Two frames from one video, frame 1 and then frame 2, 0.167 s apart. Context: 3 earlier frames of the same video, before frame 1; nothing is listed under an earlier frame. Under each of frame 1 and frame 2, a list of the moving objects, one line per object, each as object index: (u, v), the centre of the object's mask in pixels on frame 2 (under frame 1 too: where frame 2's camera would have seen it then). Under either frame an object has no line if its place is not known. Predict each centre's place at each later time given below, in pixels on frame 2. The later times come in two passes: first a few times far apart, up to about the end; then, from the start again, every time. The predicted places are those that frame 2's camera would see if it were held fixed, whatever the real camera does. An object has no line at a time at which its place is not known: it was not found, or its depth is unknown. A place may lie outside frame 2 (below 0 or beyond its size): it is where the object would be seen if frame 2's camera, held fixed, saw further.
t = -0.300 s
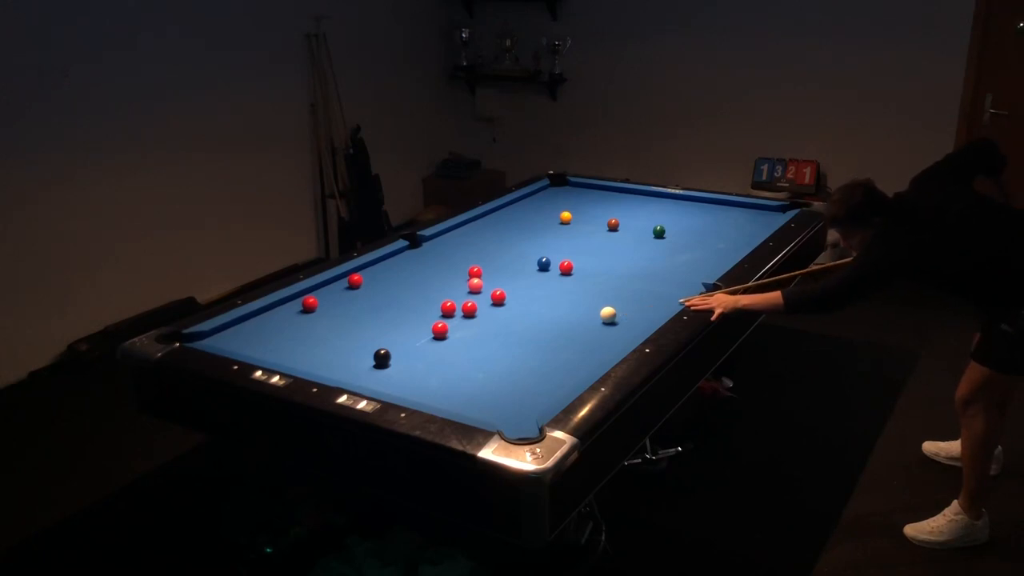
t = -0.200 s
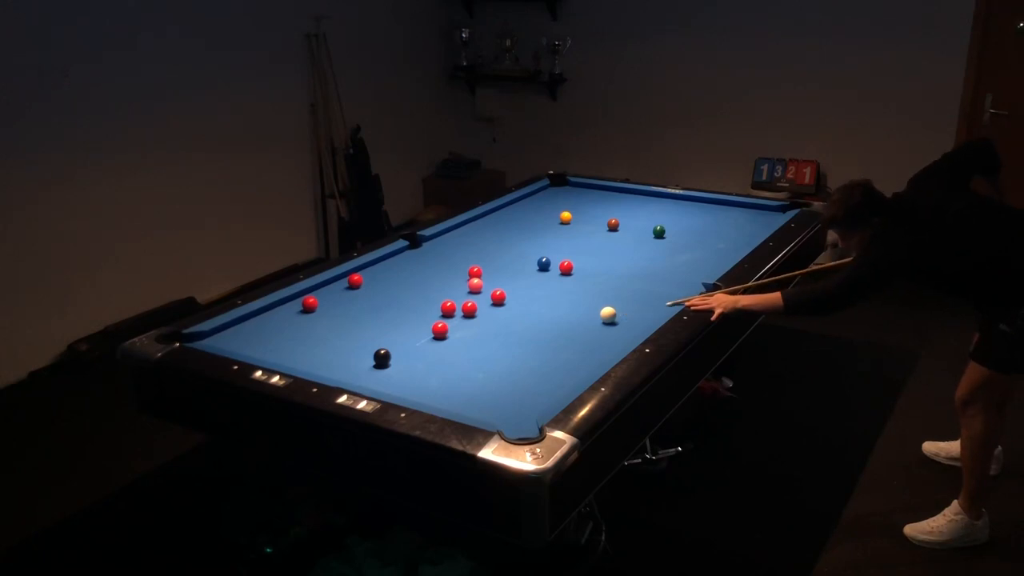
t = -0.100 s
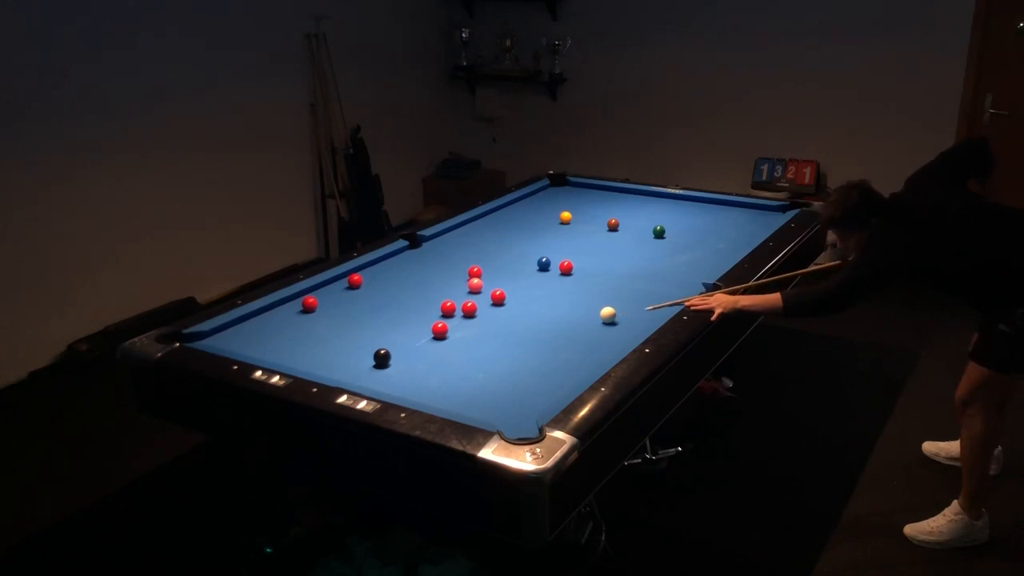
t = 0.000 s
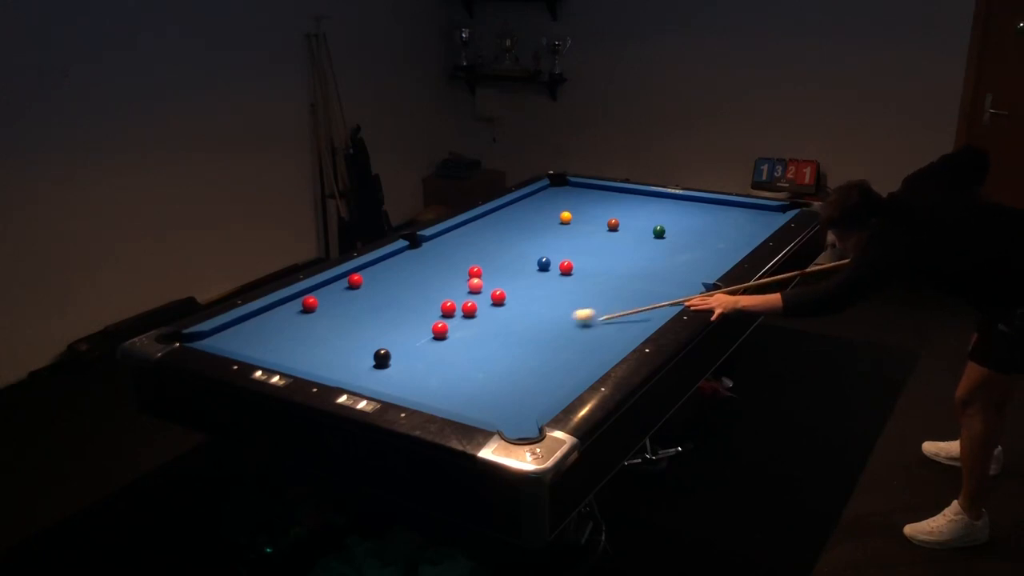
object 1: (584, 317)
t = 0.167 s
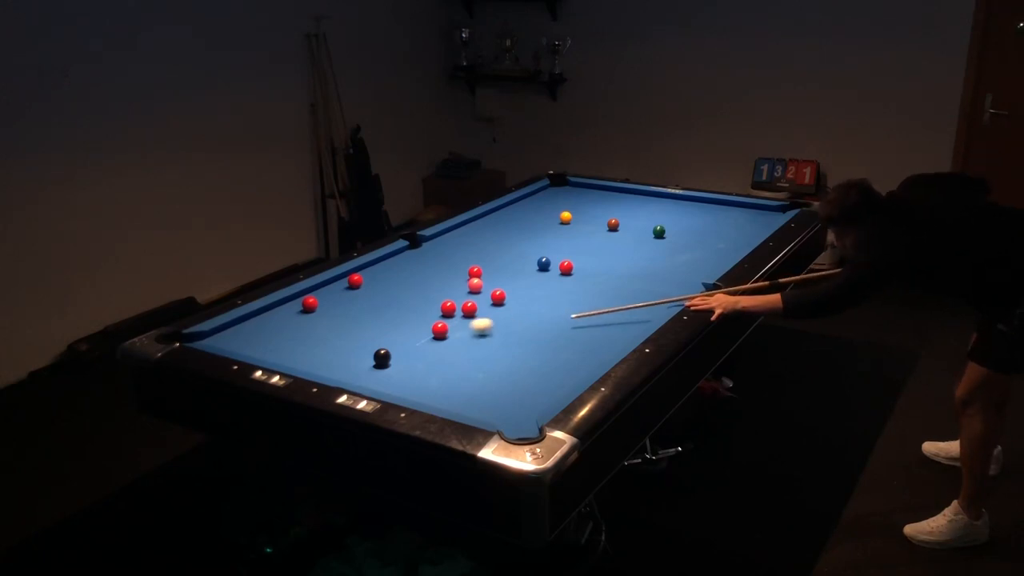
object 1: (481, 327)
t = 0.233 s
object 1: (457, 330)
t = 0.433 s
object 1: (458, 334)
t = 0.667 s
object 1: (461, 338)
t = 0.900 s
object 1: (463, 341)
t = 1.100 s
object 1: (464, 344)
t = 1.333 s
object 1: (465, 347)
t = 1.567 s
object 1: (466, 349)
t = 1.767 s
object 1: (467, 350)
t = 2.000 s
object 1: (468, 351)
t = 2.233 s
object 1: (468, 352)
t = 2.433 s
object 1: (468, 353)
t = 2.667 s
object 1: (468, 352)
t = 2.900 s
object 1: (468, 352)
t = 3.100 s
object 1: (468, 352)
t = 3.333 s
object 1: (468, 352)
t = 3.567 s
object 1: (468, 352)
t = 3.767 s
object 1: (467, 352)
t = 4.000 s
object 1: (468, 352)
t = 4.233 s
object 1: (468, 352)
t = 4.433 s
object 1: (468, 352)
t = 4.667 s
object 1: (467, 352)
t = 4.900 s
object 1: (468, 352)
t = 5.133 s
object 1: (468, 352)
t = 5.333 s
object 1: (468, 352)
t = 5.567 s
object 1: (468, 352)
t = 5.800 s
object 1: (468, 352)
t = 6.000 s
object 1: (468, 352)
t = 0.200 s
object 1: (463, 328)
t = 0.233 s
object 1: (457, 330)
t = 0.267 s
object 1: (457, 331)
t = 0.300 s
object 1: (457, 331)
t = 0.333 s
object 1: (458, 332)
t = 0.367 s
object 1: (458, 333)
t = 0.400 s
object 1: (458, 333)
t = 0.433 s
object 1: (458, 334)
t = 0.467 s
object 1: (459, 334)
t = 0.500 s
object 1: (459, 335)
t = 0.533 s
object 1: (460, 336)
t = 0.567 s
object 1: (460, 336)
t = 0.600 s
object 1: (460, 336)
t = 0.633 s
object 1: (460, 337)
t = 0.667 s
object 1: (461, 338)
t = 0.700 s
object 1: (461, 338)
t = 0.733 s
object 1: (461, 339)
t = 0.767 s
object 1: (462, 339)
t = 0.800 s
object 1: (462, 340)
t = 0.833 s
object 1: (462, 340)
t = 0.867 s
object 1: (462, 341)
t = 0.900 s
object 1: (463, 341)
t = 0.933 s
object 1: (463, 342)
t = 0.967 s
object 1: (463, 342)
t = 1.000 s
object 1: (463, 343)
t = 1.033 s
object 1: (464, 343)
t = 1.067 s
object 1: (464, 343)
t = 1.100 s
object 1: (464, 344)
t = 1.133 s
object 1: (464, 344)
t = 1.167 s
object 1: (464, 345)
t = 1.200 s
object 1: (465, 345)
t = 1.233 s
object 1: (465, 346)
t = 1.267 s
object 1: (465, 346)
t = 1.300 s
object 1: (465, 346)
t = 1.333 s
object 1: (465, 347)
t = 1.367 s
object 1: (465, 347)
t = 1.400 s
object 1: (466, 347)
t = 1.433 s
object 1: (466, 348)
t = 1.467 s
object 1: (466, 348)
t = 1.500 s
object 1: (466, 348)
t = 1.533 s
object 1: (466, 348)
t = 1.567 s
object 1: (466, 349)
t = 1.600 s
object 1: (467, 349)
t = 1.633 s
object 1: (467, 349)
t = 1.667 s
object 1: (467, 349)
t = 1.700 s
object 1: (467, 349)
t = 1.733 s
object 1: (467, 350)
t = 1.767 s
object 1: (467, 350)
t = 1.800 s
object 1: (467, 350)
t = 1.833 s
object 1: (467, 351)
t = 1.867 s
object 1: (467, 350)
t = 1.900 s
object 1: (467, 351)
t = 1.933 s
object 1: (467, 351)
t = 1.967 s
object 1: (468, 351)
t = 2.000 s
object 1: (468, 351)
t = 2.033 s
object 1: (468, 351)
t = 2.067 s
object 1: (468, 352)
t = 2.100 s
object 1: (468, 352)
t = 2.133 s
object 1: (468, 352)
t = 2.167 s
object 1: (468, 352)
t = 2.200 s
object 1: (468, 352)
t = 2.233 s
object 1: (468, 352)
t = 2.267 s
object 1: (468, 352)
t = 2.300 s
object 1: (468, 352)
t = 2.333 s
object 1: (468, 352)
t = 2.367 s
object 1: (468, 352)
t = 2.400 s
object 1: (468, 352)
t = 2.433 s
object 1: (468, 353)
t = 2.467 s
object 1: (468, 353)
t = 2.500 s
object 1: (468, 352)
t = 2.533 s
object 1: (468, 352)
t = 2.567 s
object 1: (468, 352)
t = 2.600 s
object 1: (468, 352)
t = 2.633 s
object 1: (468, 352)
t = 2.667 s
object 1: (468, 352)
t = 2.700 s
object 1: (468, 352)
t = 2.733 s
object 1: (468, 352)
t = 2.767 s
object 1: (468, 352)
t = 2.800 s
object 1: (468, 352)
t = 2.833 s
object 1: (468, 352)
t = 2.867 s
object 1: (468, 352)
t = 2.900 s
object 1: (468, 352)
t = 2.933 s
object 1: (468, 352)
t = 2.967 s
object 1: (468, 352)
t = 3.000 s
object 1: (468, 352)
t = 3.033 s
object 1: (468, 352)
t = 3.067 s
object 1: (468, 352)
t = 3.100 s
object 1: (468, 352)
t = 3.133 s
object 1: (468, 352)
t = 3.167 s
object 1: (468, 352)
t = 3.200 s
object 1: (468, 352)
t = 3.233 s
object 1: (468, 352)
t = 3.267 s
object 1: (468, 352)
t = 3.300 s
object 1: (468, 352)
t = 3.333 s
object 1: (468, 352)
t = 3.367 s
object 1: (468, 352)
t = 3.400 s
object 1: (468, 352)
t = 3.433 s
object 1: (467, 352)
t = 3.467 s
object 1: (468, 352)
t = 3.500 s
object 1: (468, 352)
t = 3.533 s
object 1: (467, 352)
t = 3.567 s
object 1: (468, 352)
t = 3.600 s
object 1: (468, 352)
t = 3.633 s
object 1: (467, 352)
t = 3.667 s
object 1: (468, 352)
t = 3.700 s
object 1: (468, 352)
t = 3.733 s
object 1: (468, 352)
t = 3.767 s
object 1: (467, 352)
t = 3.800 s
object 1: (468, 352)
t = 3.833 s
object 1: (468, 352)
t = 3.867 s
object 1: (468, 352)
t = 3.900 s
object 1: (468, 352)
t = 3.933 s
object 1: (468, 352)
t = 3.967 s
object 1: (468, 352)
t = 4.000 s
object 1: (468, 352)
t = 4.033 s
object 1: (468, 352)
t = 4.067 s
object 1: (468, 352)
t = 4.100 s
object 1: (468, 352)
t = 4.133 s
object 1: (468, 352)
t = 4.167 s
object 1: (468, 352)
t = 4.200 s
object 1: (468, 352)
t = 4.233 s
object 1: (468, 352)
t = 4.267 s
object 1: (468, 352)
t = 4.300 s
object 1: (468, 352)
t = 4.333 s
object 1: (468, 352)
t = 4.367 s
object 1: (468, 352)
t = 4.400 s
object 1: (468, 352)
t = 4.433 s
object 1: (468, 352)
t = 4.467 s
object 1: (468, 352)
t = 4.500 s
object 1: (468, 352)
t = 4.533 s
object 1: (468, 352)
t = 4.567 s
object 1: (468, 352)
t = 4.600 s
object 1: (467, 352)
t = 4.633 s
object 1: (468, 352)
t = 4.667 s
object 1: (467, 352)
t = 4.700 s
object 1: (468, 352)
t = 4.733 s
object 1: (468, 352)
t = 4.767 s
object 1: (467, 352)
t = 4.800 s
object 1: (468, 352)
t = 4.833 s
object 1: (468, 352)
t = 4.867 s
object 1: (468, 352)
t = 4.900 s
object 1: (468, 352)
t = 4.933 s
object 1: (468, 352)
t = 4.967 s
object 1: (468, 352)
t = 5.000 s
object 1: (468, 352)
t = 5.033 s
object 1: (468, 352)
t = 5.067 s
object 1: (468, 352)
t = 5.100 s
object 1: (468, 352)
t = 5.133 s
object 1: (468, 352)
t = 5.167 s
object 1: (468, 352)
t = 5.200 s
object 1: (467, 352)
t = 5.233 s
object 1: (468, 352)
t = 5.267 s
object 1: (468, 352)
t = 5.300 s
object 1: (468, 352)
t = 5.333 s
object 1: (468, 352)
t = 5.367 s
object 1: (468, 352)
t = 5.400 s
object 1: (468, 352)
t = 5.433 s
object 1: (468, 352)
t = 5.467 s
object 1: (468, 352)
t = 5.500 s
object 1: (467, 352)
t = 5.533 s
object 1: (468, 352)
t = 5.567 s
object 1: (468, 352)
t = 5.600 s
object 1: (468, 352)
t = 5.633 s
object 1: (468, 352)
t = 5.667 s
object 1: (468, 352)
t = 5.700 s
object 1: (468, 352)
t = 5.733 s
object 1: (468, 352)
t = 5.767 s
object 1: (468, 352)
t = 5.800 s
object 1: (468, 352)
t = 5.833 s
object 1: (468, 352)
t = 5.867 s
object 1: (468, 352)
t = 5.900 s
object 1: (468, 352)
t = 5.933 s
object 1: (467, 352)
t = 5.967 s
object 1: (468, 352)
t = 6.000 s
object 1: (468, 352)
